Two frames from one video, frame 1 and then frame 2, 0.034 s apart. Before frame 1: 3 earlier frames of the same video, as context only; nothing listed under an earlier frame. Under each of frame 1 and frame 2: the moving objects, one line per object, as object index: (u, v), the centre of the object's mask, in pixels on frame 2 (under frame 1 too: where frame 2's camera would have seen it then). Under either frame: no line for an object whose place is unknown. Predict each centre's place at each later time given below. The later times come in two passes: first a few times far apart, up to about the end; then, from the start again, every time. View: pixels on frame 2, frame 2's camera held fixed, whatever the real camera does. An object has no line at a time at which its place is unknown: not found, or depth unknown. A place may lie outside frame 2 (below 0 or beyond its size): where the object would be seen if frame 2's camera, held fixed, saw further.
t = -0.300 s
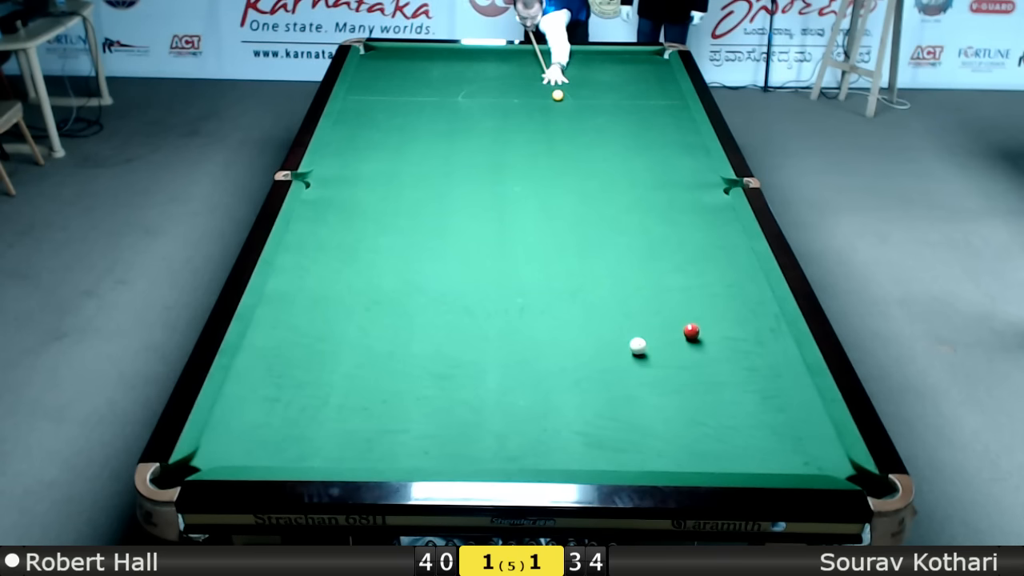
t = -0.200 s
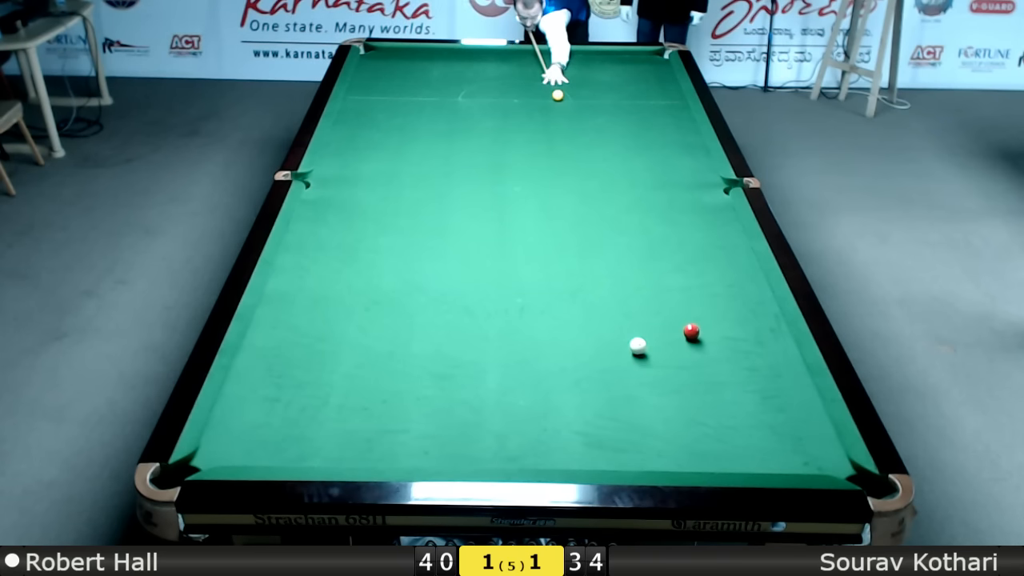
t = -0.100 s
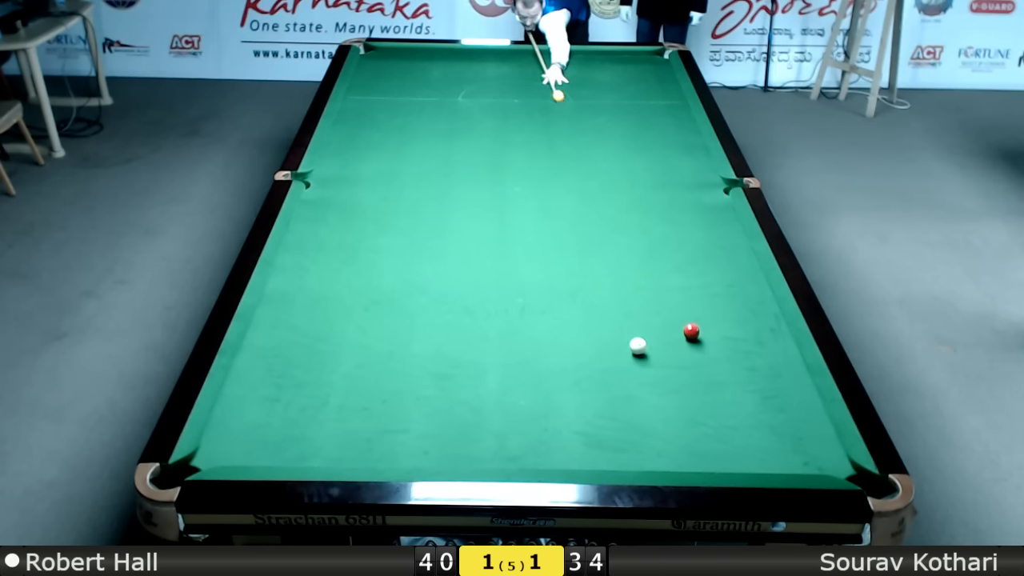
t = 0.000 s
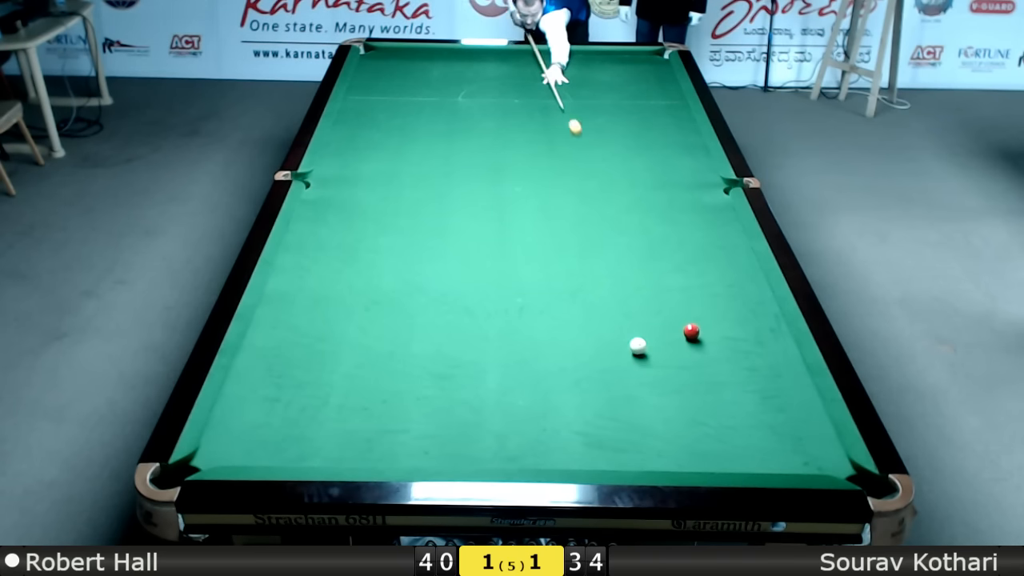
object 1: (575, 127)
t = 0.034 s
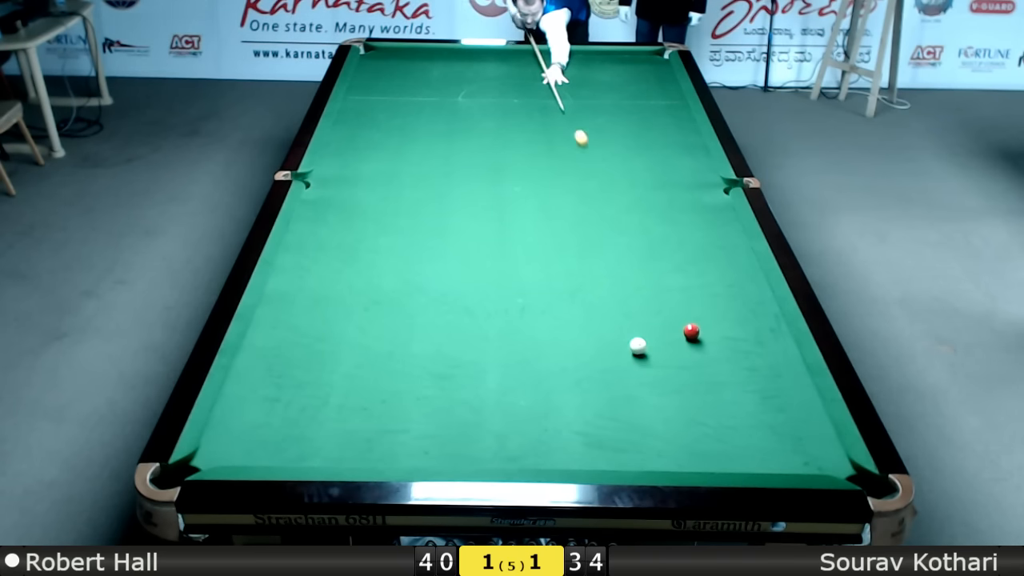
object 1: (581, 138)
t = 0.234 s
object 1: (621, 212)
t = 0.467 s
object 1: (679, 319)
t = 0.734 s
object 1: (646, 337)
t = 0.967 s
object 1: (627, 337)
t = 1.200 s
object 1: (611, 336)
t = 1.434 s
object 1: (596, 335)
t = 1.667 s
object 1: (582, 335)
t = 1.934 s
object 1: (567, 334)
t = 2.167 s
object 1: (556, 334)
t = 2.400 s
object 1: (546, 333)
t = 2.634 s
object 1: (538, 334)
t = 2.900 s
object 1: (530, 334)
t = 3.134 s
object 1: (524, 334)
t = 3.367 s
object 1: (520, 335)
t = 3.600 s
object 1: (517, 335)
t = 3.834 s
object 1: (515, 336)
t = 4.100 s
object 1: (515, 336)
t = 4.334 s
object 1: (516, 336)
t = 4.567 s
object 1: (516, 336)
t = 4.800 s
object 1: (516, 336)
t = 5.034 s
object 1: (516, 336)
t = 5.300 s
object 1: (516, 336)
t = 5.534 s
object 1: (516, 336)
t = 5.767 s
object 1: (516, 336)
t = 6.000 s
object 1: (516, 336)
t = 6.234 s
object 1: (516, 336)
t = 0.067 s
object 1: (587, 149)
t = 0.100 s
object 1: (593, 161)
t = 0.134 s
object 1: (600, 173)
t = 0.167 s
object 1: (607, 186)
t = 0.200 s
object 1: (614, 199)
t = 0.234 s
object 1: (621, 212)
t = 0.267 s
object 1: (629, 226)
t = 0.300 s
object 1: (637, 240)
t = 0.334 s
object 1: (645, 255)
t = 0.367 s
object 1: (653, 271)
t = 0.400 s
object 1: (662, 286)
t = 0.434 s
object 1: (671, 303)
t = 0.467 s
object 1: (679, 319)
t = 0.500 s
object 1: (677, 325)
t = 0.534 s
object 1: (672, 327)
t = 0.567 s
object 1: (667, 330)
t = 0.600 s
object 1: (662, 332)
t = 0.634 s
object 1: (658, 334)
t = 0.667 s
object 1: (654, 335)
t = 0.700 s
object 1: (650, 337)
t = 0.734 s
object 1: (646, 337)
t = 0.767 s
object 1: (644, 337)
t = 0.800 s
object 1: (641, 337)
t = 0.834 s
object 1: (638, 337)
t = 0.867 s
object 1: (635, 337)
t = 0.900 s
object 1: (632, 337)
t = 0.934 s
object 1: (630, 337)
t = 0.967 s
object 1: (627, 337)
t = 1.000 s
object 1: (625, 337)
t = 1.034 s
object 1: (623, 336)
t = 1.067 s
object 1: (620, 336)
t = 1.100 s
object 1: (618, 336)
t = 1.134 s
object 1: (615, 336)
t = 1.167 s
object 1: (613, 336)
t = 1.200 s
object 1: (611, 336)
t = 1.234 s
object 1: (609, 336)
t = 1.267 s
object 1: (606, 336)
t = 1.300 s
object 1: (604, 336)
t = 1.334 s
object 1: (602, 336)
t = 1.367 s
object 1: (600, 336)
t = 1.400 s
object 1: (598, 335)
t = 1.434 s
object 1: (596, 335)
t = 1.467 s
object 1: (594, 335)
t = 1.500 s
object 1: (592, 335)
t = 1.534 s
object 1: (590, 335)
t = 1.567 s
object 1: (587, 335)
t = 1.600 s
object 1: (586, 335)
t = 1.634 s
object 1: (584, 335)
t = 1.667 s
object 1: (582, 335)
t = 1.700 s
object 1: (580, 335)
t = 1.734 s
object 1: (578, 334)
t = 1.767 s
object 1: (576, 334)
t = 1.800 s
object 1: (574, 334)
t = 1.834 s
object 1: (573, 334)
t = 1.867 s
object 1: (571, 334)
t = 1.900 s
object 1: (569, 334)
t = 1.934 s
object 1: (567, 334)
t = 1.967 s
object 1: (566, 334)
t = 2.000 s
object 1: (564, 334)
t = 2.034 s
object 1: (563, 334)
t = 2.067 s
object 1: (561, 334)
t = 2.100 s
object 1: (559, 334)
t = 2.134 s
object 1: (558, 334)
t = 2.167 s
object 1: (556, 334)
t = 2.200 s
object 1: (555, 333)
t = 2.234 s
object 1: (553, 333)
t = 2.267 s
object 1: (552, 333)
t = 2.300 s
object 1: (551, 333)
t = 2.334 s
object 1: (549, 333)
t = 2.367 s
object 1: (548, 333)
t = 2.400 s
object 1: (546, 333)
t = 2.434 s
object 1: (545, 334)
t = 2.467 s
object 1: (544, 334)
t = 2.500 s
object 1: (543, 334)
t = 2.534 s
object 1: (542, 334)
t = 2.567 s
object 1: (540, 334)
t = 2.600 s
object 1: (539, 334)
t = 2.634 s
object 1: (538, 334)
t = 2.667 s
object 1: (537, 334)
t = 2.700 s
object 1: (536, 334)
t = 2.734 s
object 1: (535, 334)
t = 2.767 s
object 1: (534, 334)
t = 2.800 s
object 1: (533, 334)
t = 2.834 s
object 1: (532, 334)
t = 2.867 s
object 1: (531, 334)
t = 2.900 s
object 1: (530, 334)
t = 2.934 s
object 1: (529, 334)
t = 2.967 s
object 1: (528, 334)
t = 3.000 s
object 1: (527, 334)
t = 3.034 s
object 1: (526, 334)
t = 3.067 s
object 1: (526, 334)
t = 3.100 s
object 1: (525, 335)
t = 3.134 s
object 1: (524, 334)
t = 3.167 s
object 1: (523, 335)
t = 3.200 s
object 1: (523, 335)
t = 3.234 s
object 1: (522, 335)
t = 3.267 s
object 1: (522, 335)
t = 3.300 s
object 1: (521, 335)
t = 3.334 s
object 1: (520, 335)
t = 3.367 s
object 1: (520, 335)
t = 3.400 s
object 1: (519, 335)
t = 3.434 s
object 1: (519, 335)
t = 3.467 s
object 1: (518, 335)
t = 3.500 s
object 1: (518, 336)
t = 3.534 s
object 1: (517, 335)
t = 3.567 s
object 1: (517, 336)
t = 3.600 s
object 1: (517, 335)
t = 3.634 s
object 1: (516, 335)
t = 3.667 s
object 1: (516, 336)
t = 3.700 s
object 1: (516, 336)
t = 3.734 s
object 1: (516, 335)
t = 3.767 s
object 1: (516, 336)
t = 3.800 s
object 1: (515, 336)
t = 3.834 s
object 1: (515, 336)
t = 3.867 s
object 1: (515, 335)
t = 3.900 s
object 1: (515, 335)
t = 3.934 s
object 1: (515, 336)
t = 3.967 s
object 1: (515, 336)
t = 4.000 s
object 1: (515, 336)
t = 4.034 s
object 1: (515, 336)
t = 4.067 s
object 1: (515, 336)
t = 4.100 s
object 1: (515, 336)
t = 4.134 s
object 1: (515, 336)
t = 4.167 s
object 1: (515, 336)
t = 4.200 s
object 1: (515, 336)
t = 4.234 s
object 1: (515, 336)
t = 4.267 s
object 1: (516, 336)
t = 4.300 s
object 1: (516, 336)
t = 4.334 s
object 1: (516, 336)
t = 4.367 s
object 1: (516, 336)
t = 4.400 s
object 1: (516, 336)
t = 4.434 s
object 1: (516, 336)
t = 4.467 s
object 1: (515, 336)
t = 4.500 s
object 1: (515, 336)
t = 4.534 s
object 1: (516, 336)
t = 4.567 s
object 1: (516, 336)
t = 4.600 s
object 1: (516, 336)
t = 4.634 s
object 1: (515, 336)
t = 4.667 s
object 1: (516, 336)
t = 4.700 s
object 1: (516, 336)
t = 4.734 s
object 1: (516, 336)
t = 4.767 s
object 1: (516, 336)
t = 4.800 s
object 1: (516, 336)
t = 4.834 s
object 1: (516, 336)
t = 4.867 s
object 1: (516, 336)
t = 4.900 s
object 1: (516, 336)
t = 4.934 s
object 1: (516, 336)
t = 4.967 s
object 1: (516, 336)
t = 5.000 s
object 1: (516, 336)
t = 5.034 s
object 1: (516, 336)
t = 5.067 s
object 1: (516, 336)
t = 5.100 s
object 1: (516, 336)
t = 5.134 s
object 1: (516, 336)
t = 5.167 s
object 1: (516, 336)
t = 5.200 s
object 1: (516, 336)
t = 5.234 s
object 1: (516, 336)
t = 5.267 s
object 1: (516, 336)
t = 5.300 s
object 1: (516, 336)
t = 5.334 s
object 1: (516, 336)
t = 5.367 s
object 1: (516, 336)
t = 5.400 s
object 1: (516, 336)
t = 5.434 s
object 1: (516, 336)
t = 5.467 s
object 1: (516, 336)
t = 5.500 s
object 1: (516, 336)
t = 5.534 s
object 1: (516, 336)
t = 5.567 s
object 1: (516, 336)
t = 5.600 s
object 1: (516, 336)
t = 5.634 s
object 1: (516, 336)
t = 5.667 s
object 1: (516, 336)
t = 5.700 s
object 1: (516, 336)
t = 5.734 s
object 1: (516, 336)
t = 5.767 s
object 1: (516, 336)
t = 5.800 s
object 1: (516, 336)
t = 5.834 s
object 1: (516, 336)
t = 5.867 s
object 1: (516, 336)
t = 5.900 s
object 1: (516, 336)
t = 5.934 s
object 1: (516, 336)
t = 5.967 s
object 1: (516, 336)
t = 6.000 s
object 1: (516, 336)
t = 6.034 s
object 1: (516, 336)
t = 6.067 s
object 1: (516, 336)
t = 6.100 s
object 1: (516, 336)
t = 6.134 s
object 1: (516, 336)
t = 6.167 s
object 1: (516, 336)
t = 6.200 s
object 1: (516, 336)
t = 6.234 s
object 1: (516, 336)
